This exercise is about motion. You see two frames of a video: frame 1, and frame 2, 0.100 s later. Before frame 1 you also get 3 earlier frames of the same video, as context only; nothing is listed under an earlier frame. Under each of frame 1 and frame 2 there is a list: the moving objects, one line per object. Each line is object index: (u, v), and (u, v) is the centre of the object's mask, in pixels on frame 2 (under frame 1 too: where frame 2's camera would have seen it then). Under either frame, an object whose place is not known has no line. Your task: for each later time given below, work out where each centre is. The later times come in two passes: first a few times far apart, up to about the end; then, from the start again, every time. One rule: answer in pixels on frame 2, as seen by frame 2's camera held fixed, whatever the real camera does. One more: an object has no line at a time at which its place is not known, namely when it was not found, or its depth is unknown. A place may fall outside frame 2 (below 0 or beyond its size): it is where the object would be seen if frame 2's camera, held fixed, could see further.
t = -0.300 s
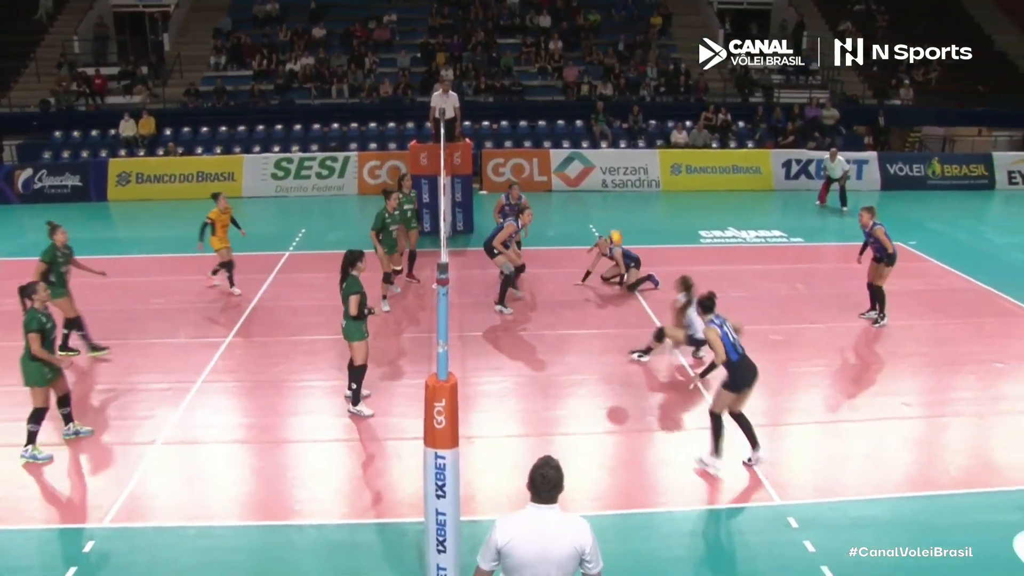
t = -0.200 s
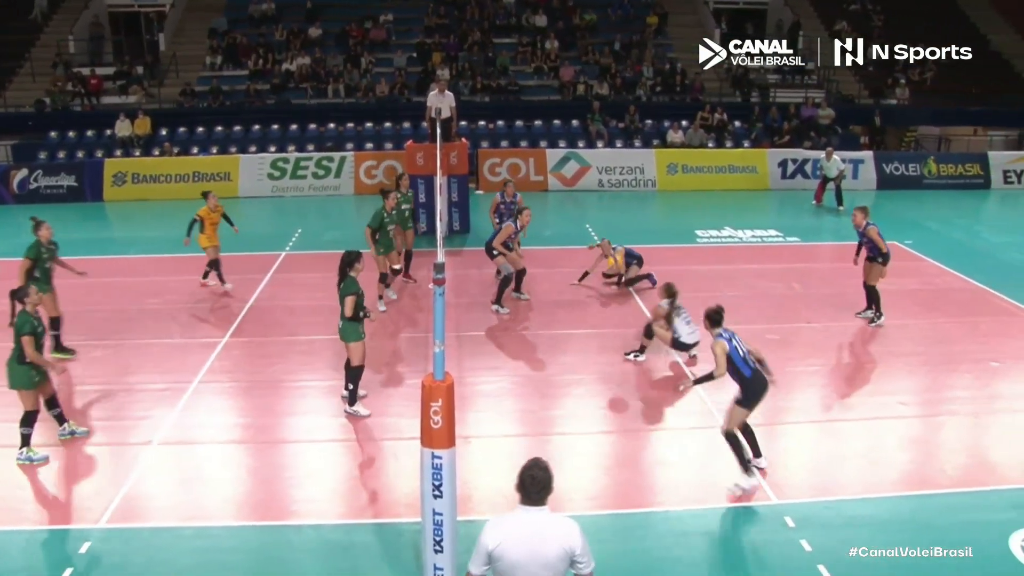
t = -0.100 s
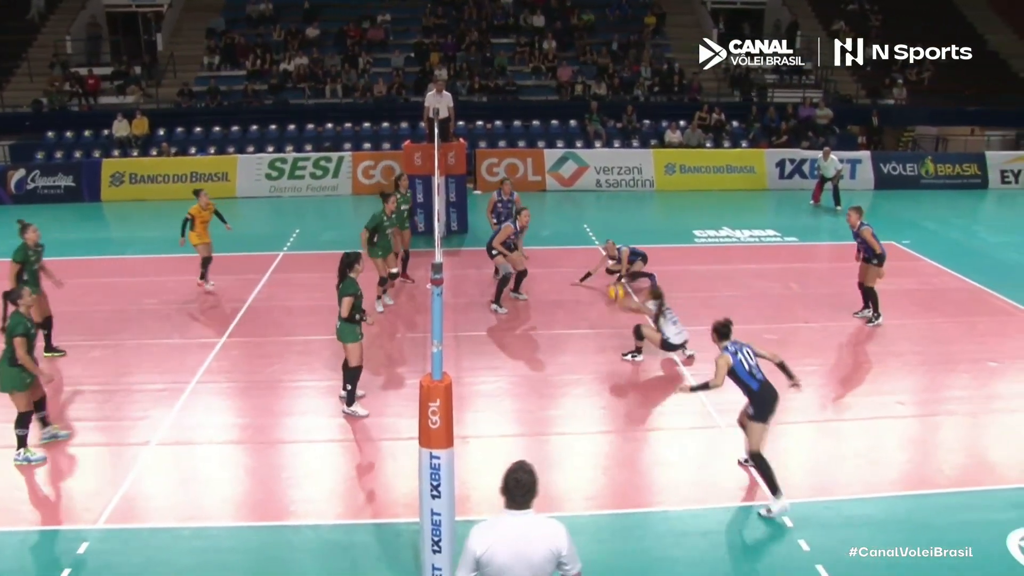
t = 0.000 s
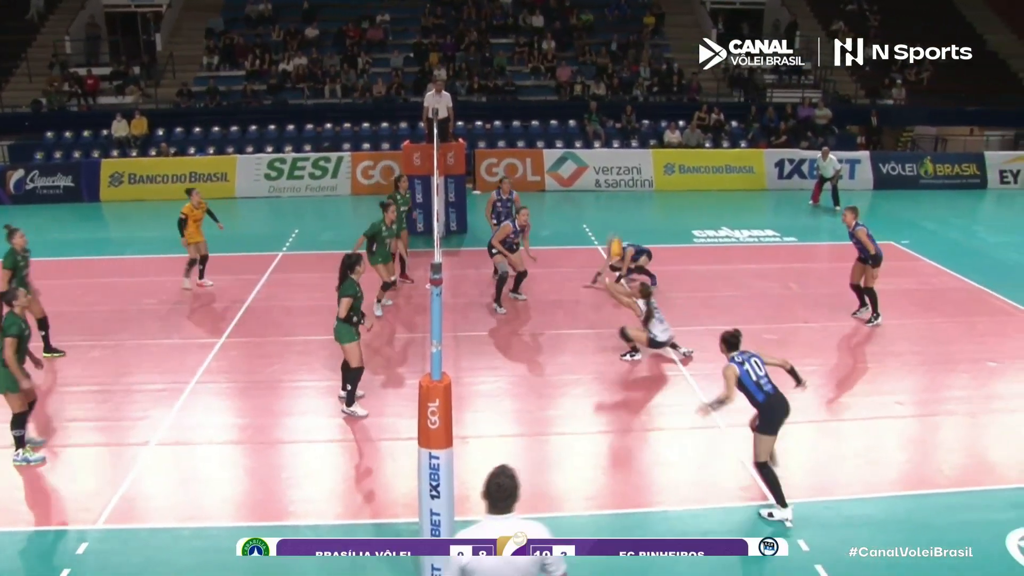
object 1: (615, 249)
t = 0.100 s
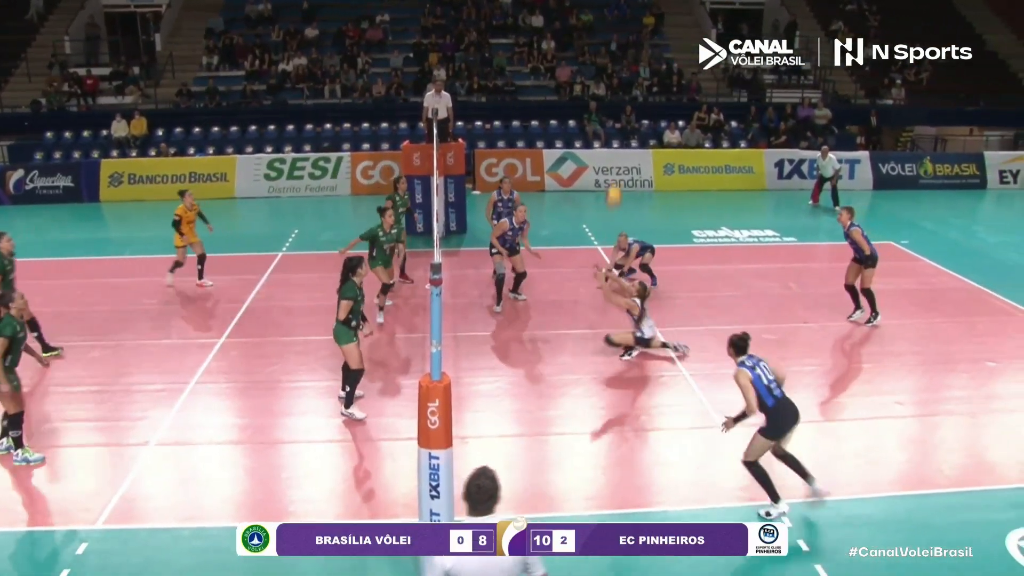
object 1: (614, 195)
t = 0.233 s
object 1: (611, 134)
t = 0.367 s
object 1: (607, 87)
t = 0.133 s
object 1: (613, 180)
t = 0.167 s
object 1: (613, 164)
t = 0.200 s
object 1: (611, 148)
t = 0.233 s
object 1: (611, 134)
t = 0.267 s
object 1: (610, 122)
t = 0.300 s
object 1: (609, 110)
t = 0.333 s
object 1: (608, 99)
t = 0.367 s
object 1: (607, 87)
